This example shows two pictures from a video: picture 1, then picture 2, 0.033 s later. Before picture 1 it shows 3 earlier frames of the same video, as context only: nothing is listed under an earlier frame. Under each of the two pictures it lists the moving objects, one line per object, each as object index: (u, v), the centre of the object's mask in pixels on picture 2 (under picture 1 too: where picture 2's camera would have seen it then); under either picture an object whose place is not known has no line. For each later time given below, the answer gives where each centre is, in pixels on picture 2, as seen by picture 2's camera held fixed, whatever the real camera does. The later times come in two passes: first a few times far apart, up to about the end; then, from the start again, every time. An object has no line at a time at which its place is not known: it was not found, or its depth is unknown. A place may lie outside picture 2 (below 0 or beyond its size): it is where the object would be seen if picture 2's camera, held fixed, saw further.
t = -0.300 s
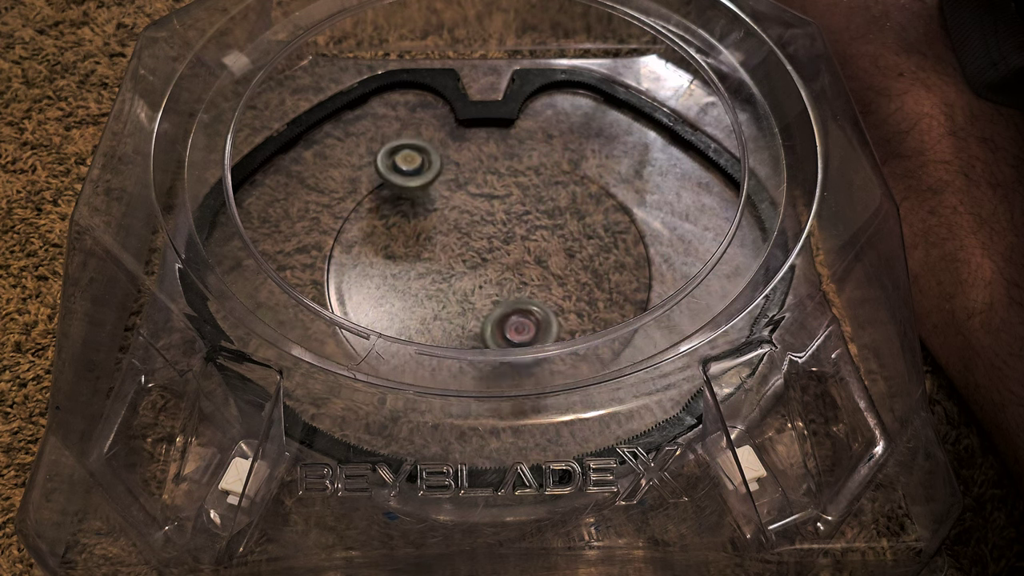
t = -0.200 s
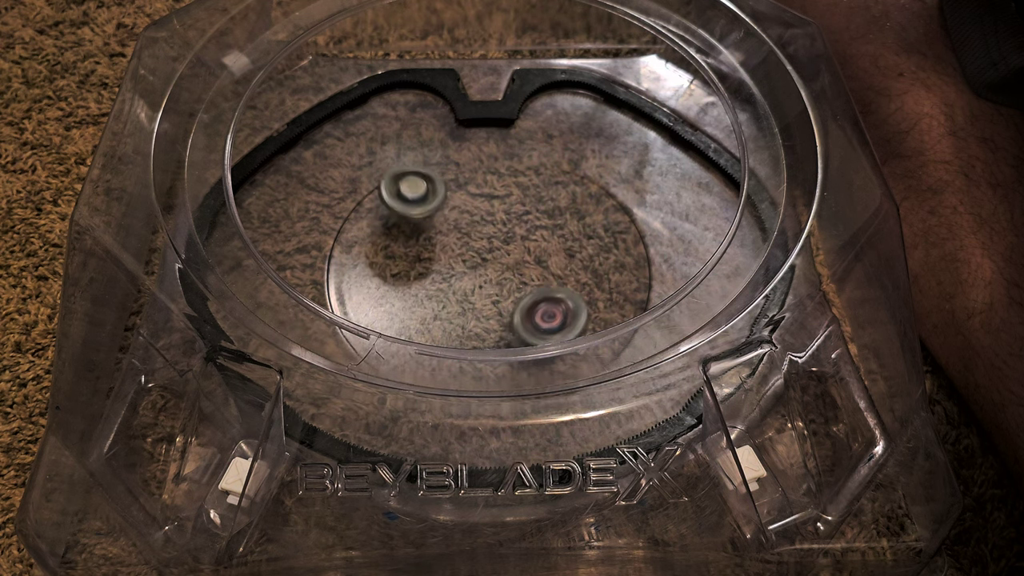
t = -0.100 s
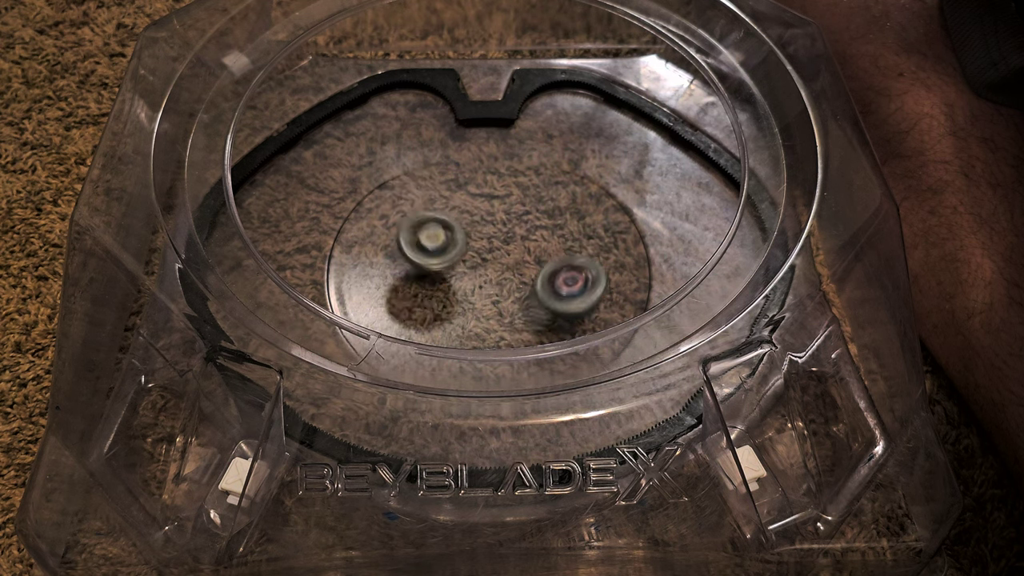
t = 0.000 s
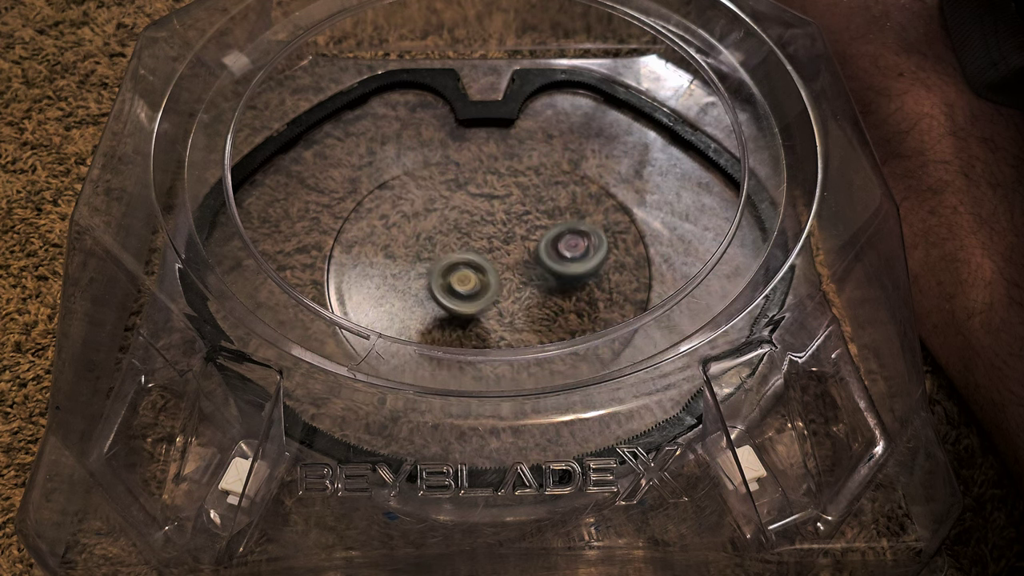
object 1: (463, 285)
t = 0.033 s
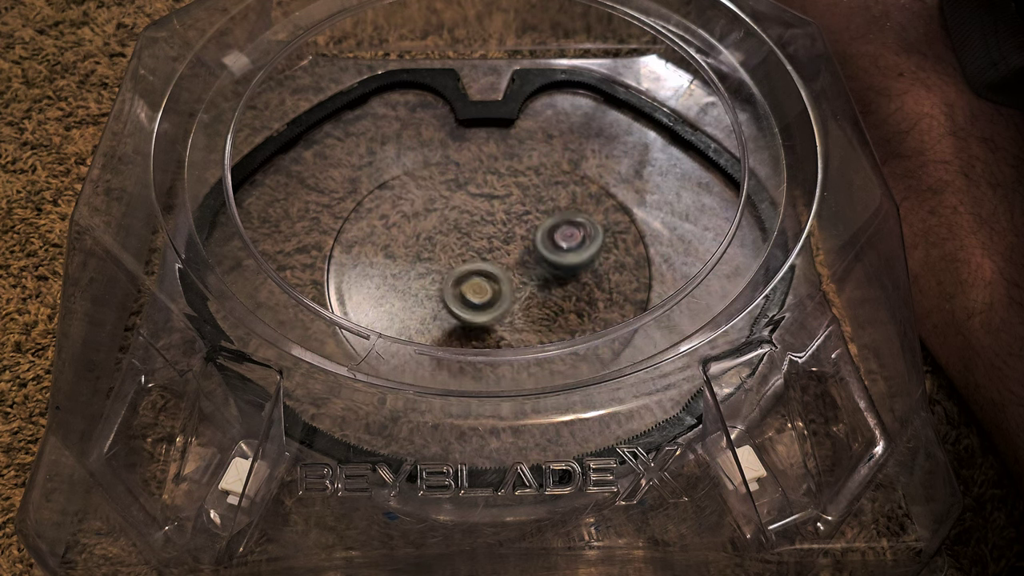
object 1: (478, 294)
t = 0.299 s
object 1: (564, 265)
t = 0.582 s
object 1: (516, 185)
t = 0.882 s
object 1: (394, 84)
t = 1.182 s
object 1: (482, 310)
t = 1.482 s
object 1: (475, 326)
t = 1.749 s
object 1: (538, 322)
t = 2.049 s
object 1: (561, 297)
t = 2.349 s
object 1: (510, 217)
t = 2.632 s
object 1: (470, 260)
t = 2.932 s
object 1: (484, 364)
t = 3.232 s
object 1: (517, 360)
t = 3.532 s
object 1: (559, 281)
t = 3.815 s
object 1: (506, 196)
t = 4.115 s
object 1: (428, 249)
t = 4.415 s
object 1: (476, 274)
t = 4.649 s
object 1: (522, 226)
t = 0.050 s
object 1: (484, 297)
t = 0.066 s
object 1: (490, 300)
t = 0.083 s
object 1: (497, 302)
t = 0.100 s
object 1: (504, 304)
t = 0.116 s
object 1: (512, 304)
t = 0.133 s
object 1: (518, 303)
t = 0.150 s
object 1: (525, 302)
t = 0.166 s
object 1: (530, 300)
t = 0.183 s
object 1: (536, 298)
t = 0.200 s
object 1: (541, 295)
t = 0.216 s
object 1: (546, 291)
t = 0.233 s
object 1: (551, 287)
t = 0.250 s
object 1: (554, 282)
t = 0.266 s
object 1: (559, 277)
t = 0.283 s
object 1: (561, 271)
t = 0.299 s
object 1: (564, 265)
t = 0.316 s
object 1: (565, 258)
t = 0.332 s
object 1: (566, 251)
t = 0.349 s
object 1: (567, 245)
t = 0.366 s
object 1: (567, 238)
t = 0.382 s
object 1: (566, 232)
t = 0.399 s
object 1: (565, 225)
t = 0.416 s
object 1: (563, 219)
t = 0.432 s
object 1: (561, 213)
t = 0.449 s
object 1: (557, 208)
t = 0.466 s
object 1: (554, 201)
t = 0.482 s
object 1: (549, 198)
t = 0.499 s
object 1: (544, 194)
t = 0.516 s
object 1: (540, 191)
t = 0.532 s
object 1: (534, 188)
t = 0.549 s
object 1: (529, 186)
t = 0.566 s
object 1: (523, 185)
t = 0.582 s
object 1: (516, 185)
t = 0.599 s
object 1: (510, 185)
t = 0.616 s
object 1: (504, 185)
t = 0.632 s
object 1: (498, 188)
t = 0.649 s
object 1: (492, 190)
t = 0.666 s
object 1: (486, 193)
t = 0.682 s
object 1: (480, 197)
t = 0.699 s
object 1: (475, 201)
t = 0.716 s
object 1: (470, 207)
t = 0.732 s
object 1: (465, 212)
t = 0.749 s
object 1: (462, 217)
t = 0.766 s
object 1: (459, 223)
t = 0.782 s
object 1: (455, 221)
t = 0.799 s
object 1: (440, 192)
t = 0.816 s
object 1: (430, 173)
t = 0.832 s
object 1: (418, 145)
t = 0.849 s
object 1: (409, 122)
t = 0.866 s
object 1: (400, 103)
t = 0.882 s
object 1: (394, 84)
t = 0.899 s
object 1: (385, 68)
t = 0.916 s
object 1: (384, 68)
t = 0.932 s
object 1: (385, 73)
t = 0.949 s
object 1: (387, 82)
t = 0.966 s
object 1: (390, 95)
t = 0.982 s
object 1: (391, 108)
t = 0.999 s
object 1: (397, 133)
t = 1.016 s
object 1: (402, 153)
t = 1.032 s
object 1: (406, 177)
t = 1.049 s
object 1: (412, 185)
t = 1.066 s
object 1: (419, 203)
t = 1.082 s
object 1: (426, 220)
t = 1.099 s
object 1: (433, 239)
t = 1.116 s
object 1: (443, 251)
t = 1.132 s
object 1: (451, 268)
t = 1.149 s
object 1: (461, 283)
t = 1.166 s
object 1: (472, 294)
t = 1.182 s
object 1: (482, 310)
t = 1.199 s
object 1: (491, 319)
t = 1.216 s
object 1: (488, 323)
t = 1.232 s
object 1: (483, 325)
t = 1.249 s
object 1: (480, 336)
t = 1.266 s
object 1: (477, 341)
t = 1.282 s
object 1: (474, 344)
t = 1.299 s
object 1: (472, 349)
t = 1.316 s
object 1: (469, 349)
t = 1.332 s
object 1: (466, 349)
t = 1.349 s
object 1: (465, 349)
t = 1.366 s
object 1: (463, 349)
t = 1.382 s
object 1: (462, 349)
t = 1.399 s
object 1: (462, 349)
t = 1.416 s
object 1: (462, 348)
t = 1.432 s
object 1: (464, 345)
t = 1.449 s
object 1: (467, 341)
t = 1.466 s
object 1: (470, 328)
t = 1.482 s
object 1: (475, 326)
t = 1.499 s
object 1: (478, 323)
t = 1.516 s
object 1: (483, 320)
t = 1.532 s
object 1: (488, 316)
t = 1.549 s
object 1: (494, 310)
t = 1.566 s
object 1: (499, 304)
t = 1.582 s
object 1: (505, 296)
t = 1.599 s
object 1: (510, 289)
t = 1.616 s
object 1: (515, 282)
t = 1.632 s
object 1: (520, 280)
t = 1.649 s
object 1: (523, 287)
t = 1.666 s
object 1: (525, 297)
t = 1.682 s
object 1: (528, 305)
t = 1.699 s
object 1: (531, 311)
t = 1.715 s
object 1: (533, 316)
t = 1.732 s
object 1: (535, 319)
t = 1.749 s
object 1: (538, 322)
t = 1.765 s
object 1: (540, 323)
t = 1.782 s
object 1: (542, 324)
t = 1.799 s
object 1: (545, 333)
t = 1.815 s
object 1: (548, 335)
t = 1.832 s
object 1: (550, 337)
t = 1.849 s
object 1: (551, 336)
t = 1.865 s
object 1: (553, 336)
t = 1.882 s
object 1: (555, 333)
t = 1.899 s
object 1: (556, 332)
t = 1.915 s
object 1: (556, 323)
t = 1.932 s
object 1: (558, 321)
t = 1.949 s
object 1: (559, 319)
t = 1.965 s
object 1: (560, 317)
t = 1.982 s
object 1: (560, 314)
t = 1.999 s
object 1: (561, 311)
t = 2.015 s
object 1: (561, 307)
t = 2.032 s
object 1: (561, 302)
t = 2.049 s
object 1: (561, 297)
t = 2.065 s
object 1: (560, 290)
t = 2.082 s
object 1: (559, 286)
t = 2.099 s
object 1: (558, 280)
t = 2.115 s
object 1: (557, 274)
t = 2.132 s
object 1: (554, 270)
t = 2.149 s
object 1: (552, 263)
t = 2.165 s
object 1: (550, 256)
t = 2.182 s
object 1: (547, 252)
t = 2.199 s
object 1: (544, 248)
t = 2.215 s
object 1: (541, 242)
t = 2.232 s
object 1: (539, 236)
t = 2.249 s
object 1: (535, 233)
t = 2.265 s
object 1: (531, 229)
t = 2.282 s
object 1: (527, 226)
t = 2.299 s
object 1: (523, 224)
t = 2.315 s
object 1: (518, 220)
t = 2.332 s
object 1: (513, 220)
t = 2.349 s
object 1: (510, 217)
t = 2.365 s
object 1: (506, 216)
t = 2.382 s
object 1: (501, 215)
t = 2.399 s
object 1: (497, 215)
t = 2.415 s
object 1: (493, 215)
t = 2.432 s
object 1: (489, 216)
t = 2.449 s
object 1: (486, 216)
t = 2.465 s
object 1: (483, 217)
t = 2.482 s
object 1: (481, 217)
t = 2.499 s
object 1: (478, 219)
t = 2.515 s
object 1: (477, 222)
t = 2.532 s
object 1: (475, 224)
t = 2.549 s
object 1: (472, 229)
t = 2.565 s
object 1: (471, 231)
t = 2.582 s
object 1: (471, 235)
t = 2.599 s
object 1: (470, 238)
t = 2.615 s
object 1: (469, 250)
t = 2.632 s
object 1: (470, 260)
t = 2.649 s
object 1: (470, 271)
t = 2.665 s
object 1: (470, 287)
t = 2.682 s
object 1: (472, 299)
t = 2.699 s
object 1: (474, 309)
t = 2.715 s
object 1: (475, 318)
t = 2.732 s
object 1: (476, 323)
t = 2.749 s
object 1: (477, 328)
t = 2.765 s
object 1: (477, 331)
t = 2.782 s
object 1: (478, 334)
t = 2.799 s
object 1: (480, 349)
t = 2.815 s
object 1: (482, 350)
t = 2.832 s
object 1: (483, 361)
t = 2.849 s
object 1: (483, 362)
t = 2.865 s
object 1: (484, 364)
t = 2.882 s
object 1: (484, 364)
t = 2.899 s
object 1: (484, 364)
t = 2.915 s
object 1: (484, 366)
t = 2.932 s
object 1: (484, 364)
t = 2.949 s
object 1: (484, 364)
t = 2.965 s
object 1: (483, 361)
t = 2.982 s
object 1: (482, 362)
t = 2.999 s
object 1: (482, 350)
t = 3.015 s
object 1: (482, 344)
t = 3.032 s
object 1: (482, 331)
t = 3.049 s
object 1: (482, 328)
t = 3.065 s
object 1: (483, 324)
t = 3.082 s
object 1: (483, 319)
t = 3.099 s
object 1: (483, 313)
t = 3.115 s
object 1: (484, 304)
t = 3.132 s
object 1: (487, 308)
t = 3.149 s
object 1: (492, 318)
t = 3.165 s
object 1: (498, 325)
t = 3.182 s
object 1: (503, 330)
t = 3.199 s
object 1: (509, 346)
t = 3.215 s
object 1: (513, 349)
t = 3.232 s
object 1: (517, 360)
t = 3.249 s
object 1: (521, 363)
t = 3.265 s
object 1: (525, 365)
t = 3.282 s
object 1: (530, 367)
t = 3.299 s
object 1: (533, 367)
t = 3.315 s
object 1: (536, 366)
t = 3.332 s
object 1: (540, 362)
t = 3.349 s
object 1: (542, 360)
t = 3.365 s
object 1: (546, 356)
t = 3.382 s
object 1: (545, 345)
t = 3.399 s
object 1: (549, 338)
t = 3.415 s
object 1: (549, 325)
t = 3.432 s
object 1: (551, 322)
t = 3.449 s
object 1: (554, 317)
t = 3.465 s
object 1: (556, 312)
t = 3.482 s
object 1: (558, 306)
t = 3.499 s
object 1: (558, 297)
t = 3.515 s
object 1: (560, 287)
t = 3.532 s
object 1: (559, 281)
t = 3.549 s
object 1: (558, 272)
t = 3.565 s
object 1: (557, 265)
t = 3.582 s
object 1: (557, 256)
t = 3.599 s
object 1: (555, 249)
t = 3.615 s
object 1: (554, 243)
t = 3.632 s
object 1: (552, 236)
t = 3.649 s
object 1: (549, 230)
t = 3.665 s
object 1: (545, 224)
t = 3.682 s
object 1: (542, 218)
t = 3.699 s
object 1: (539, 214)
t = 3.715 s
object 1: (536, 210)
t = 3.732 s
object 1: (531, 206)
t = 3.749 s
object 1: (525, 203)
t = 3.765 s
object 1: (521, 200)
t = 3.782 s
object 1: (515, 198)
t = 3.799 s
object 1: (511, 197)
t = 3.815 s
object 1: (506, 196)
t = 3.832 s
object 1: (500, 195)
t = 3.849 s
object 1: (494, 195)
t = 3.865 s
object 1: (489, 196)
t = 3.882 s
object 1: (485, 198)
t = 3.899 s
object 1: (479, 199)
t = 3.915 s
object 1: (475, 201)
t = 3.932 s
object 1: (470, 203)
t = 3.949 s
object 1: (465, 205)
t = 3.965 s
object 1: (460, 207)
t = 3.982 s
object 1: (455, 212)
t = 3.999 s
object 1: (451, 216)
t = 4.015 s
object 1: (446, 220)
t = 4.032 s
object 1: (442, 226)
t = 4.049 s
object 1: (438, 230)
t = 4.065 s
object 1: (435, 236)
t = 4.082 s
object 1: (432, 239)
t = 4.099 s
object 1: (430, 244)
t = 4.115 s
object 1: (428, 249)
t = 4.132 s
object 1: (426, 255)
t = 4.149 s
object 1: (425, 260)
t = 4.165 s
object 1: (424, 264)
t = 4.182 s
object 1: (424, 268)
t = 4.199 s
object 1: (424, 271)
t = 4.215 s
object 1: (425, 275)
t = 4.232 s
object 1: (427, 277)
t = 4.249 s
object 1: (429, 280)
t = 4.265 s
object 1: (432, 281)
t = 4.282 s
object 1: (435, 283)
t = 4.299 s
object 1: (438, 284)
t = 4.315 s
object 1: (443, 284)
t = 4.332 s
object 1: (448, 284)
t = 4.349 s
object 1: (453, 283)
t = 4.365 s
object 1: (458, 281)
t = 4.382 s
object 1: (464, 279)
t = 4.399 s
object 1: (470, 277)
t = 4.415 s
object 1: (476, 274)
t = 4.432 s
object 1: (480, 270)
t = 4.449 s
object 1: (485, 266)
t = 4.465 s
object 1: (490, 261)
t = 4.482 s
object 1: (493, 258)
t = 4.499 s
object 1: (497, 253)
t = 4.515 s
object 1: (501, 249)
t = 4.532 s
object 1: (504, 245)
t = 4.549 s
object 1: (508, 241)
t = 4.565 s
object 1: (511, 238)
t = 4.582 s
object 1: (514, 235)
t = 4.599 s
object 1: (516, 232)
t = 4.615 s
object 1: (518, 229)
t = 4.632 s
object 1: (520, 227)
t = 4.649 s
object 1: (522, 226)
